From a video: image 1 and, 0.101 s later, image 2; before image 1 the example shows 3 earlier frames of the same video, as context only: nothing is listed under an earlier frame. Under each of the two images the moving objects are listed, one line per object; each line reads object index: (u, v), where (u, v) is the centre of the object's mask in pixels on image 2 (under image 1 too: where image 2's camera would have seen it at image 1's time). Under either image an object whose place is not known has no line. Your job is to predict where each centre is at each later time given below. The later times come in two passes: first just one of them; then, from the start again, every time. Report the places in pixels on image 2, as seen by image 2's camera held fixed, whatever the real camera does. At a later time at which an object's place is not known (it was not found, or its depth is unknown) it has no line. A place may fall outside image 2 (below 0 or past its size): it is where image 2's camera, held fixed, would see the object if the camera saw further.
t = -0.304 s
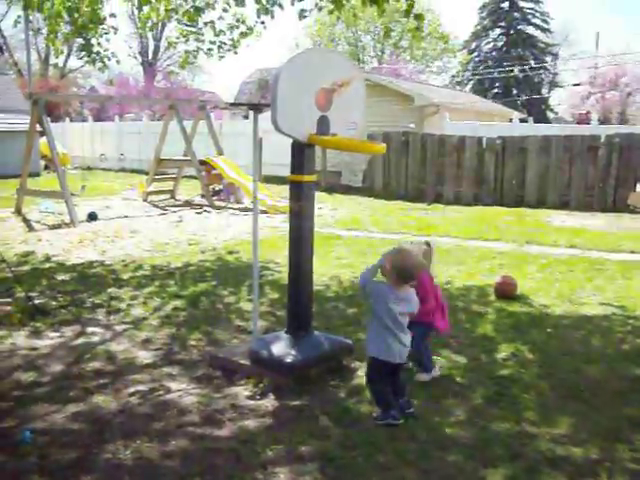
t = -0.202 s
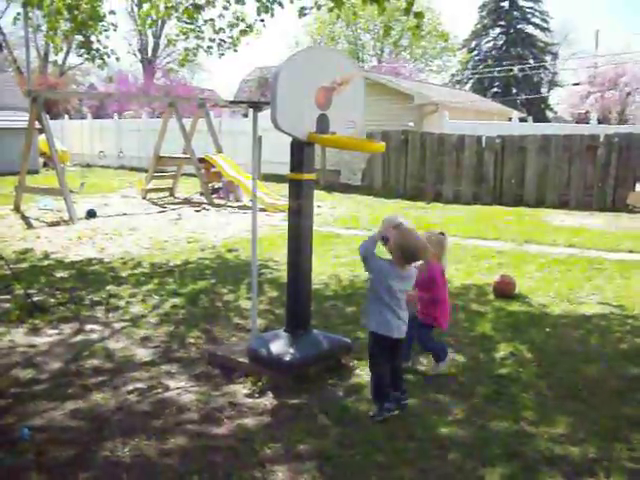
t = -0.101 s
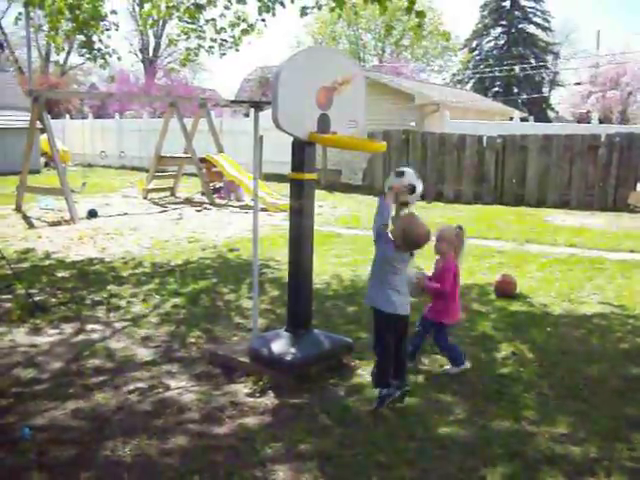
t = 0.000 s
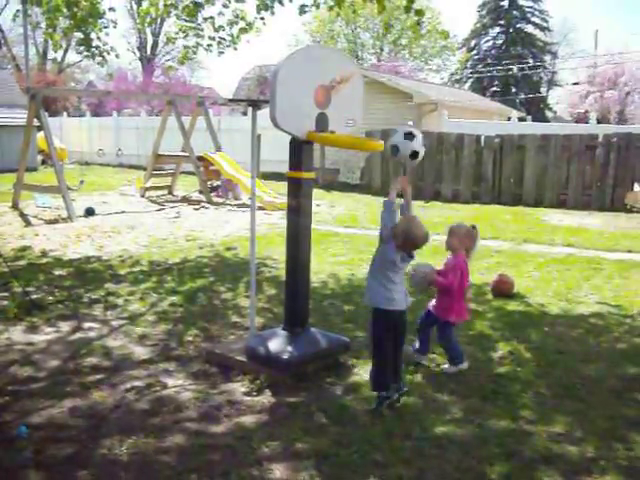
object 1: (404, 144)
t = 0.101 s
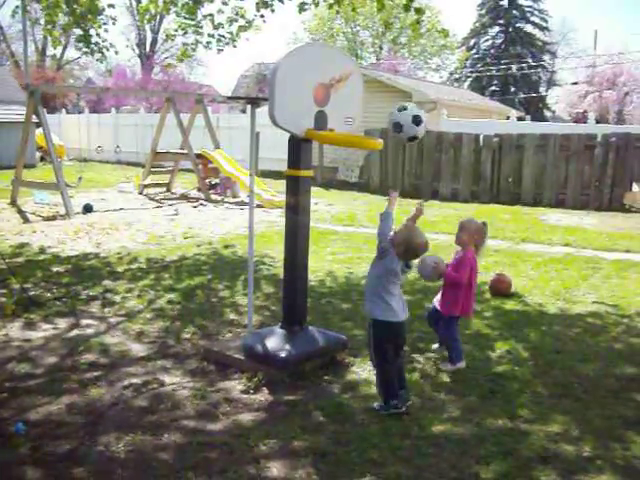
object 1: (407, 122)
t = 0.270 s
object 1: (410, 130)
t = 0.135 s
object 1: (408, 119)
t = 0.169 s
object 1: (409, 118)
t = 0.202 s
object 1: (409, 118)
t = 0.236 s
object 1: (410, 122)
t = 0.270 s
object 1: (410, 130)
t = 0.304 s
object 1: (411, 138)
